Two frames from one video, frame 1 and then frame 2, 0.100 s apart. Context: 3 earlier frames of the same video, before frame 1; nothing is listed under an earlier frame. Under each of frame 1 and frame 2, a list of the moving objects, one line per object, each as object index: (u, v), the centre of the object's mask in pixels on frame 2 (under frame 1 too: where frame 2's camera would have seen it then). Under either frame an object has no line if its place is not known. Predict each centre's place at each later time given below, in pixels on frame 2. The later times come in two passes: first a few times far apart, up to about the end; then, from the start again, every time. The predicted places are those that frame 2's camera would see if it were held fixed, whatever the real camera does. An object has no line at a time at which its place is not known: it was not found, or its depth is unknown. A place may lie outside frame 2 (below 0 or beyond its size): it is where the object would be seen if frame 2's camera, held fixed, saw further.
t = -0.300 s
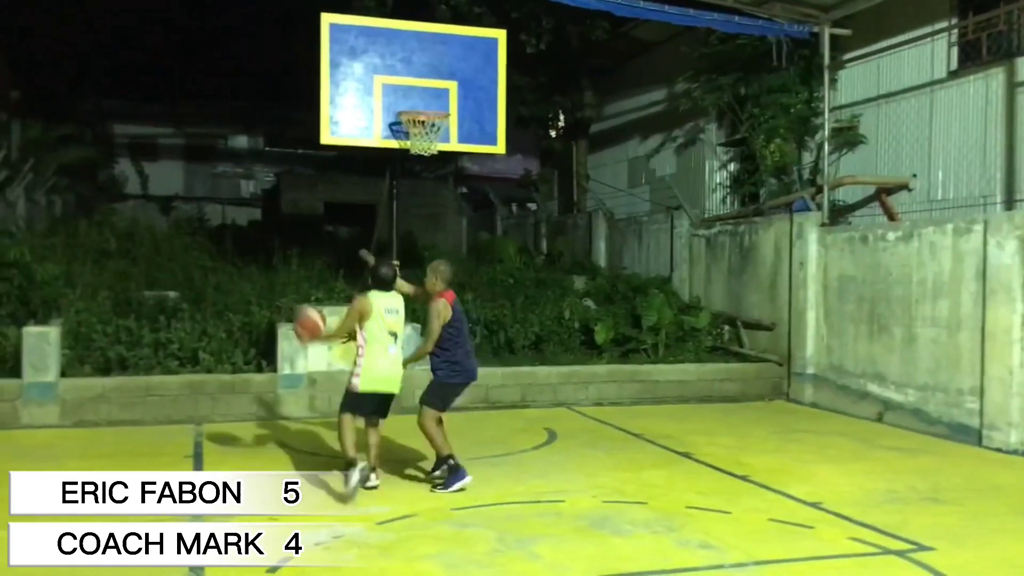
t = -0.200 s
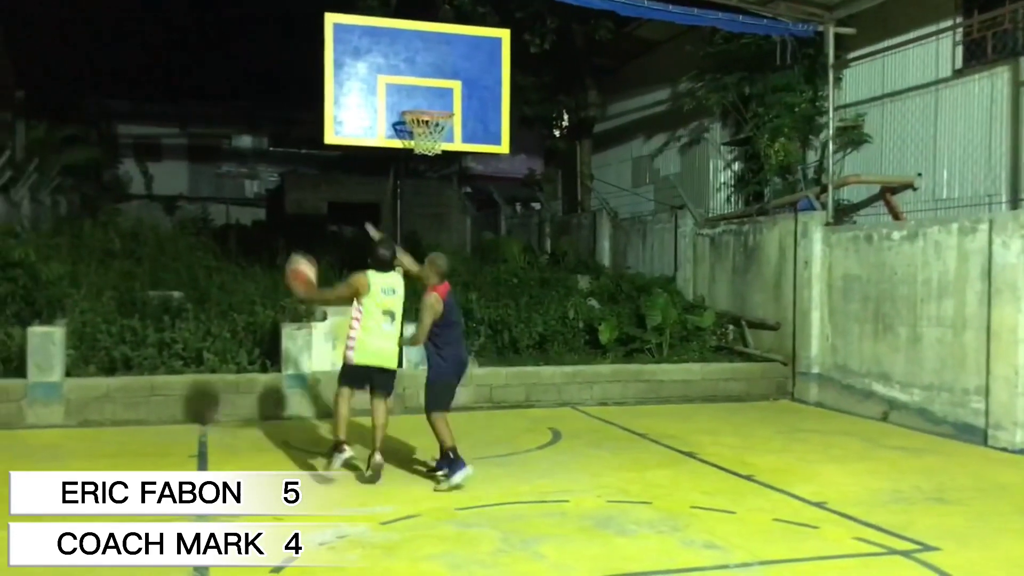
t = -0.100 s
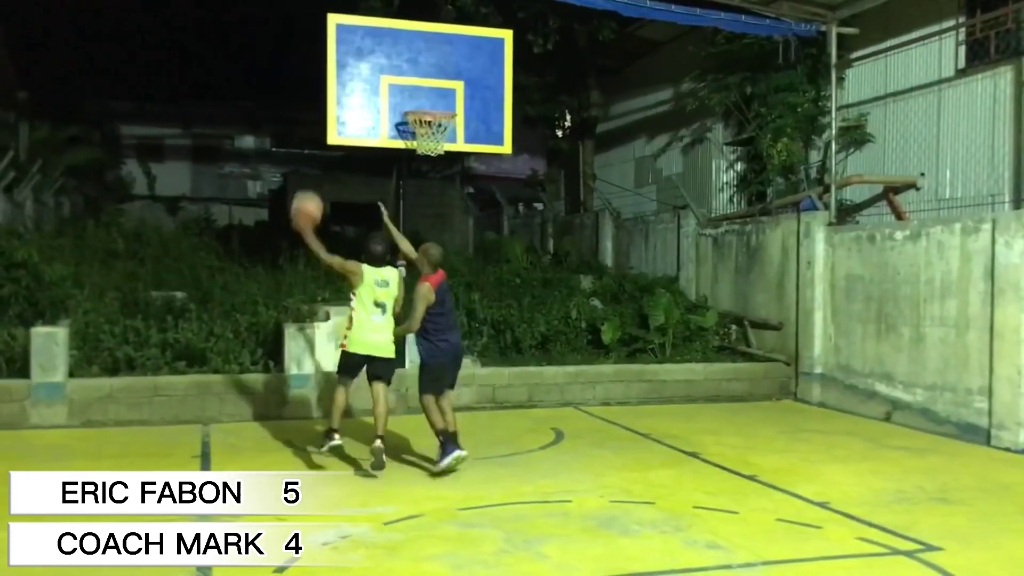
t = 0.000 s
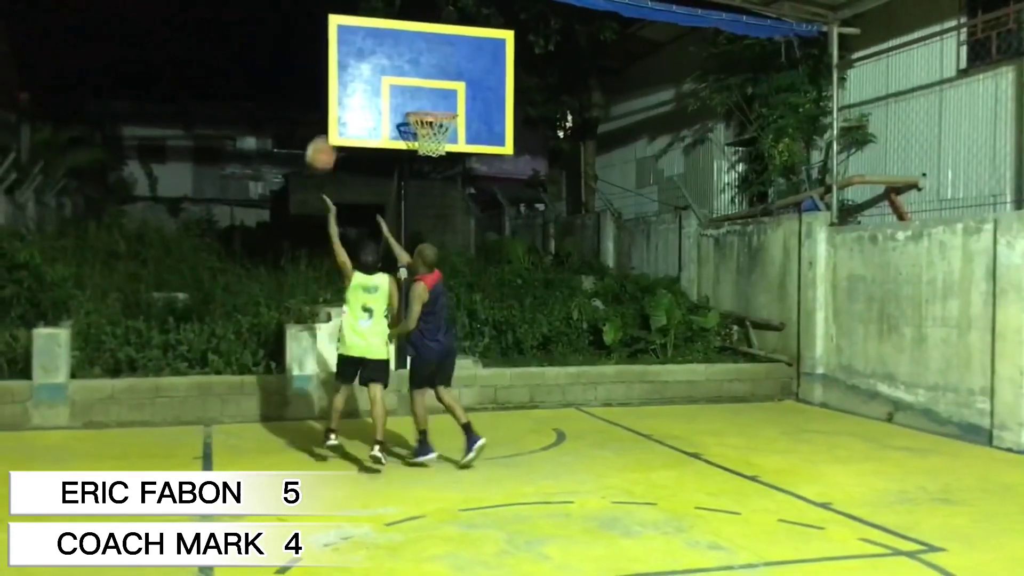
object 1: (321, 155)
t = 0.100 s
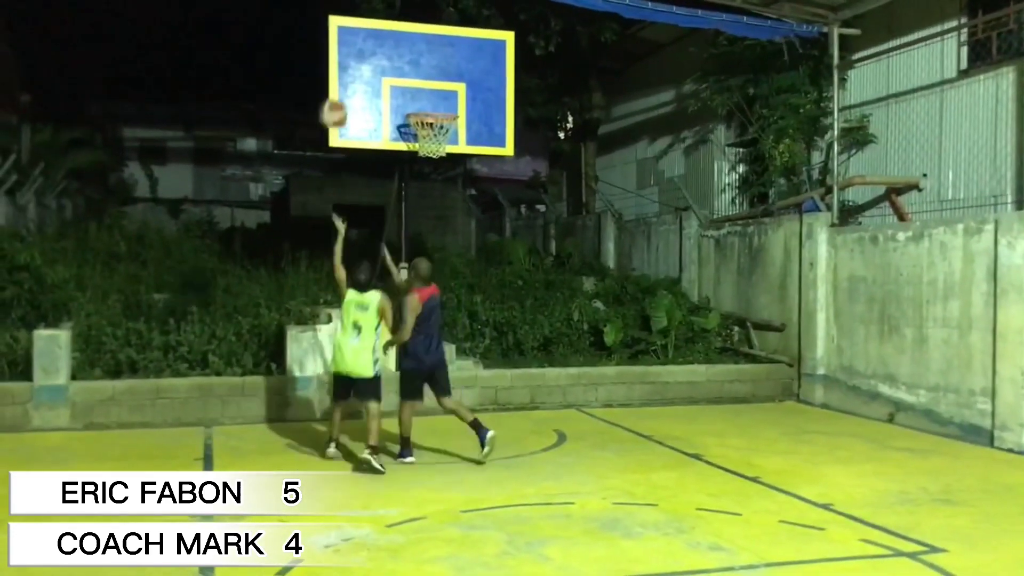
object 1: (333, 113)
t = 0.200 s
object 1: (346, 86)
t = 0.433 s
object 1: (370, 69)
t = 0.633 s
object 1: (390, 97)
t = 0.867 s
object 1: (383, 101)
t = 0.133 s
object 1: (337, 103)
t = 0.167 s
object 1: (341, 94)
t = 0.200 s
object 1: (346, 86)
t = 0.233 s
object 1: (349, 80)
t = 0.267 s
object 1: (352, 75)
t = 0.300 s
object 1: (356, 71)
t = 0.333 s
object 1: (360, 69)
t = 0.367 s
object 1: (363, 68)
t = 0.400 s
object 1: (366, 68)
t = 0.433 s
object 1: (370, 69)
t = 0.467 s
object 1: (374, 71)
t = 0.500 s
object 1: (378, 75)
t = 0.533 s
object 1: (381, 80)
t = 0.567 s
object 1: (383, 86)
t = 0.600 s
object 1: (386, 93)
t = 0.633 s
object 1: (390, 97)
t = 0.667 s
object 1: (395, 99)
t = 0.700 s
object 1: (399, 105)
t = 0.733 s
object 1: (398, 104)
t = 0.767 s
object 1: (395, 101)
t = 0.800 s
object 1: (390, 99)
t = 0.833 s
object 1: (387, 100)
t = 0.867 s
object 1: (383, 101)
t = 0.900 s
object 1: (379, 103)
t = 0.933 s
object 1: (375, 106)
